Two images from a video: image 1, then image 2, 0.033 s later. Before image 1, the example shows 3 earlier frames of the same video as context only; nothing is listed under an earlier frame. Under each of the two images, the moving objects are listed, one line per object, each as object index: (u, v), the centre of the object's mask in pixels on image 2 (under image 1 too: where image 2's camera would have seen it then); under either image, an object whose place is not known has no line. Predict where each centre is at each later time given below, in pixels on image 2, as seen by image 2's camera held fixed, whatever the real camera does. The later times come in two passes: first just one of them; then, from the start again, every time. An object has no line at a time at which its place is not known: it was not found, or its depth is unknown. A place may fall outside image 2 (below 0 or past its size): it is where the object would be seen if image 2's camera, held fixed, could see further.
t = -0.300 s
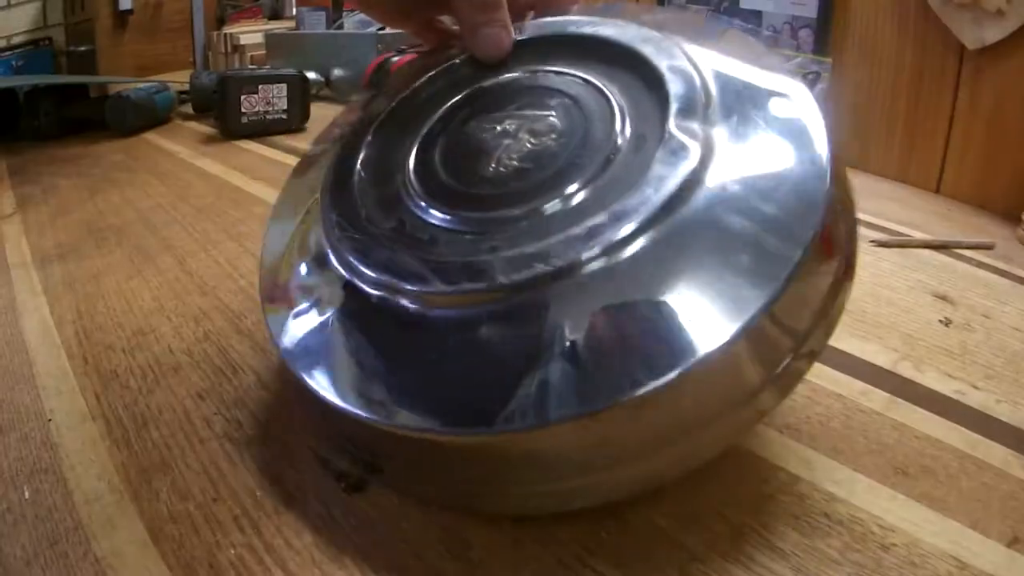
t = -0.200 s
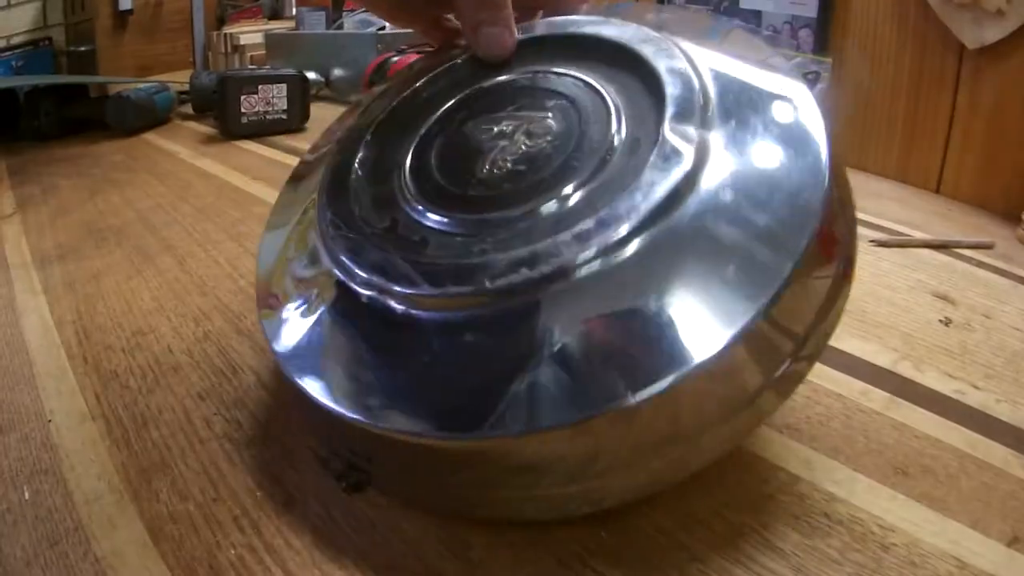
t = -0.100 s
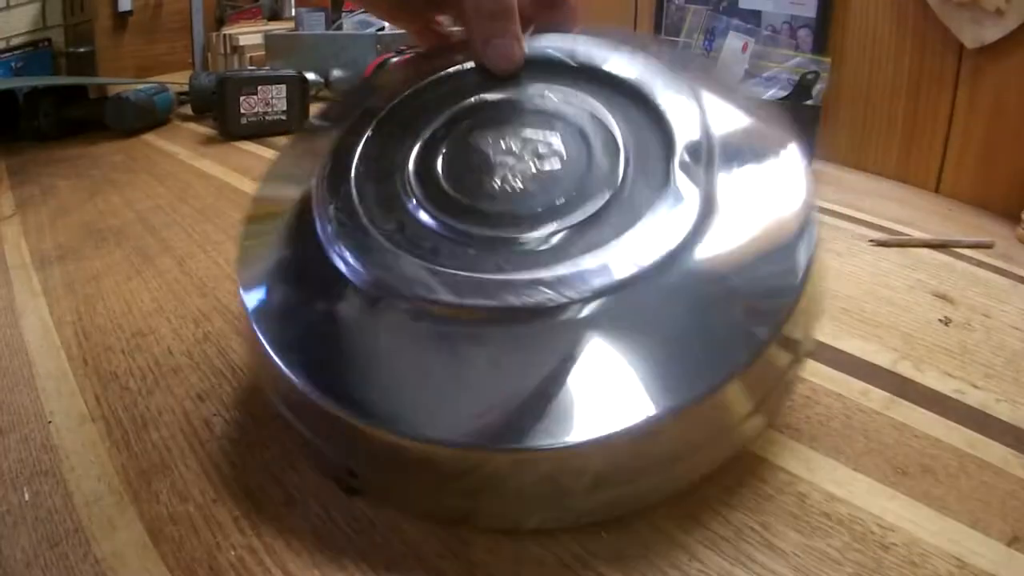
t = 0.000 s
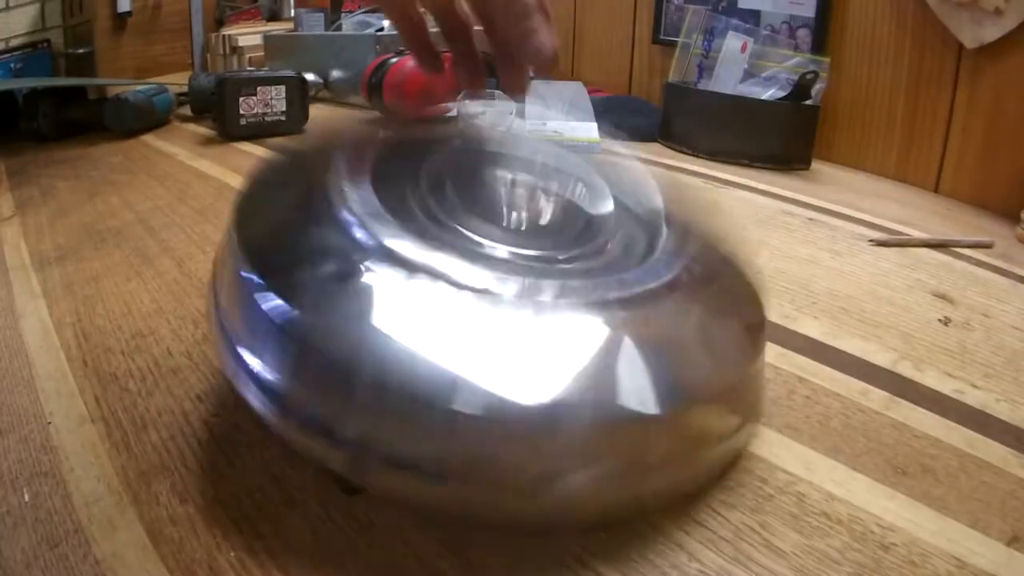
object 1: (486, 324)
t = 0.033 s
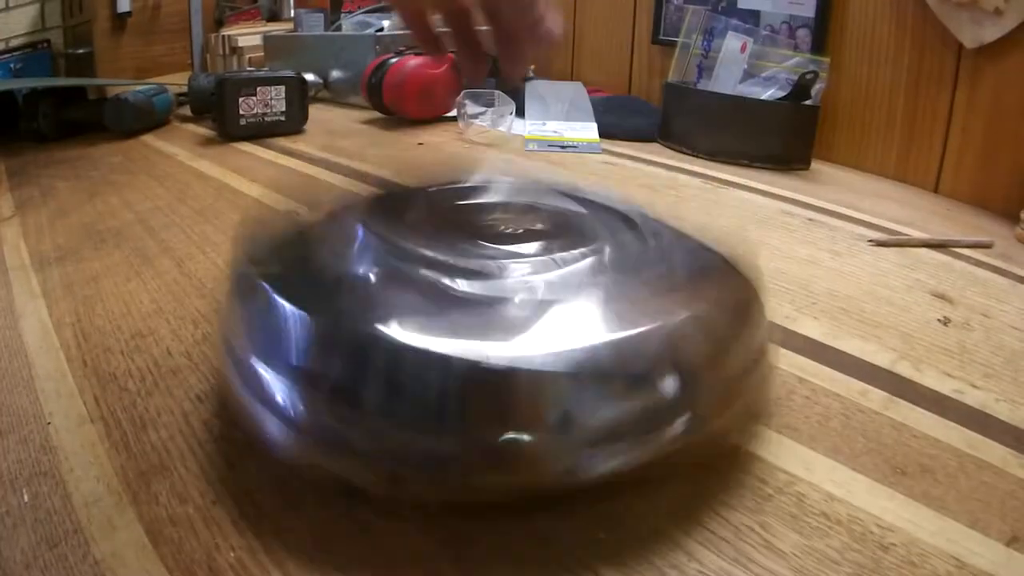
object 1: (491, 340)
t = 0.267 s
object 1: (423, 368)
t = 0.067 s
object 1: (501, 338)
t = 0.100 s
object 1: (488, 316)
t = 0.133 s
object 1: (460, 304)
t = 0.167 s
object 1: (432, 306)
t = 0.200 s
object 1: (413, 318)
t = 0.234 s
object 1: (406, 341)
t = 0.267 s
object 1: (423, 368)
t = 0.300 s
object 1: (414, 347)
